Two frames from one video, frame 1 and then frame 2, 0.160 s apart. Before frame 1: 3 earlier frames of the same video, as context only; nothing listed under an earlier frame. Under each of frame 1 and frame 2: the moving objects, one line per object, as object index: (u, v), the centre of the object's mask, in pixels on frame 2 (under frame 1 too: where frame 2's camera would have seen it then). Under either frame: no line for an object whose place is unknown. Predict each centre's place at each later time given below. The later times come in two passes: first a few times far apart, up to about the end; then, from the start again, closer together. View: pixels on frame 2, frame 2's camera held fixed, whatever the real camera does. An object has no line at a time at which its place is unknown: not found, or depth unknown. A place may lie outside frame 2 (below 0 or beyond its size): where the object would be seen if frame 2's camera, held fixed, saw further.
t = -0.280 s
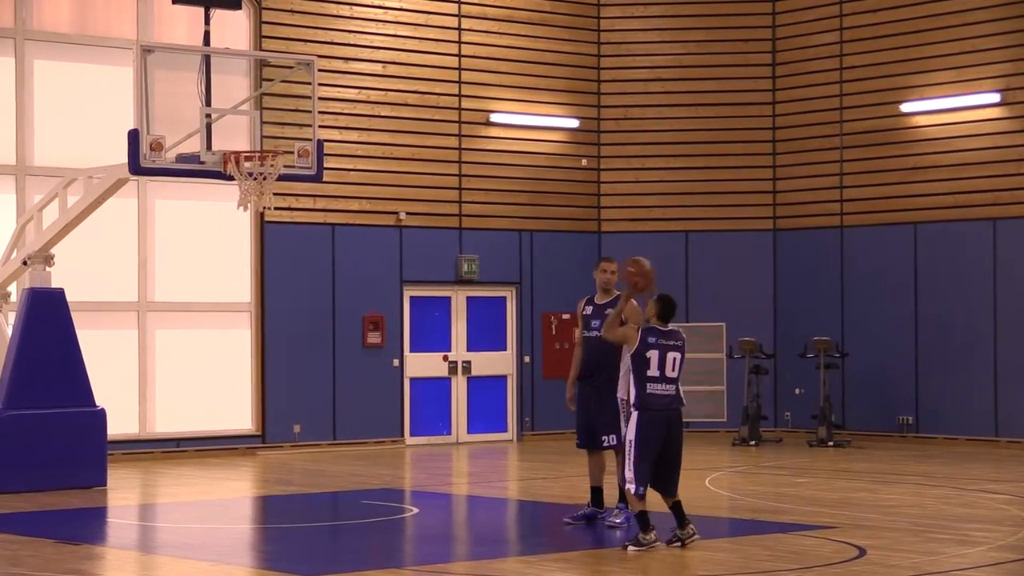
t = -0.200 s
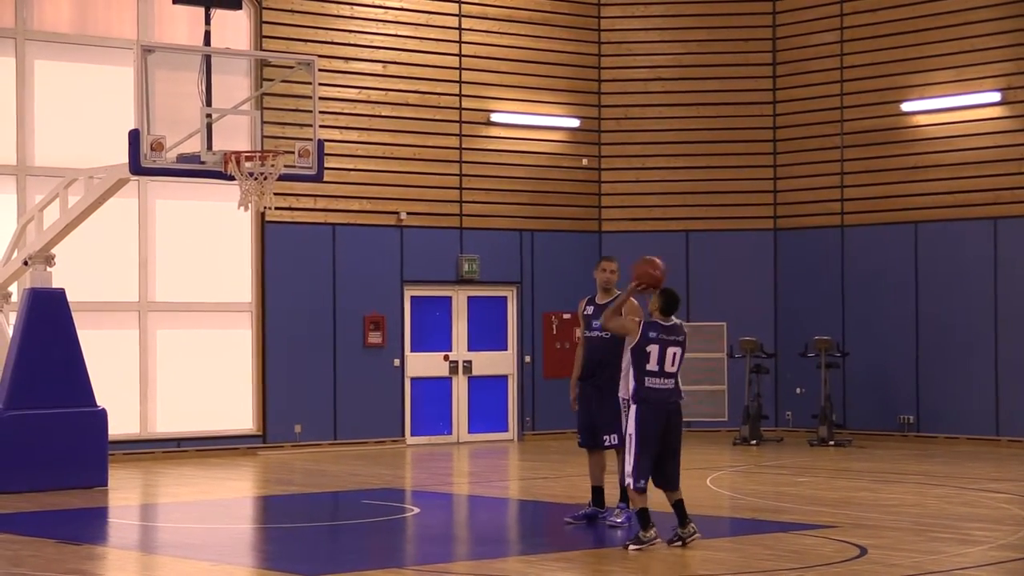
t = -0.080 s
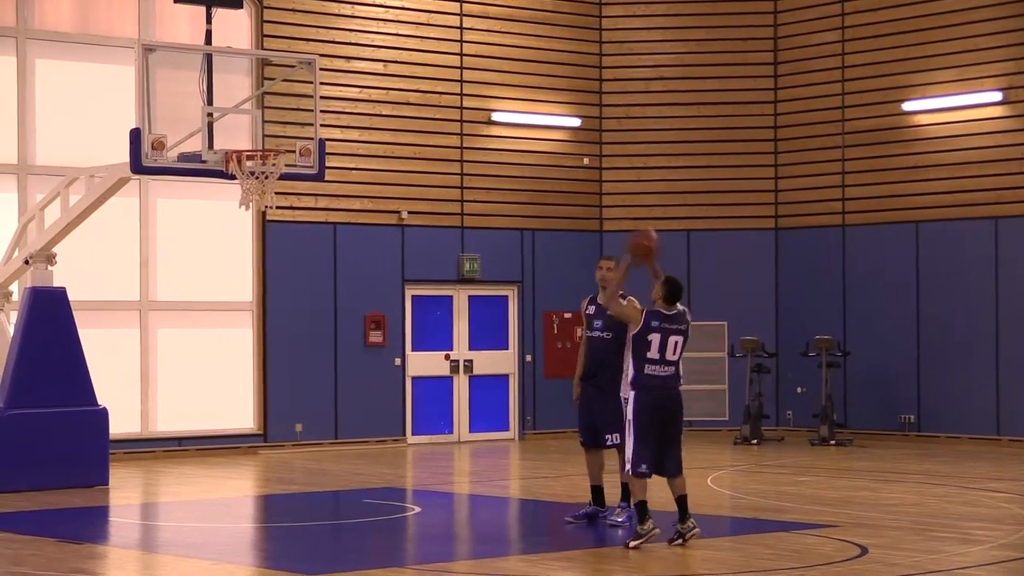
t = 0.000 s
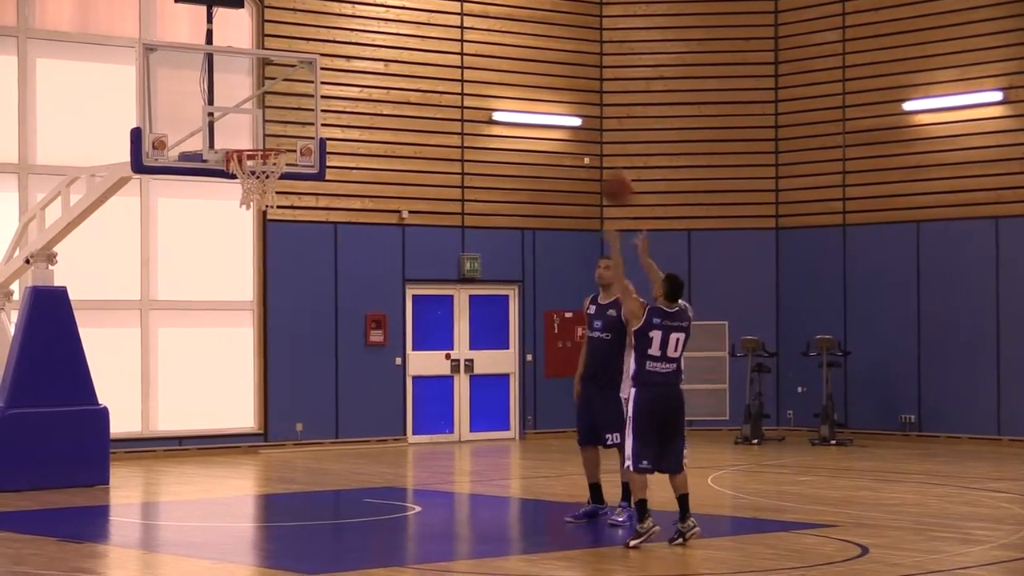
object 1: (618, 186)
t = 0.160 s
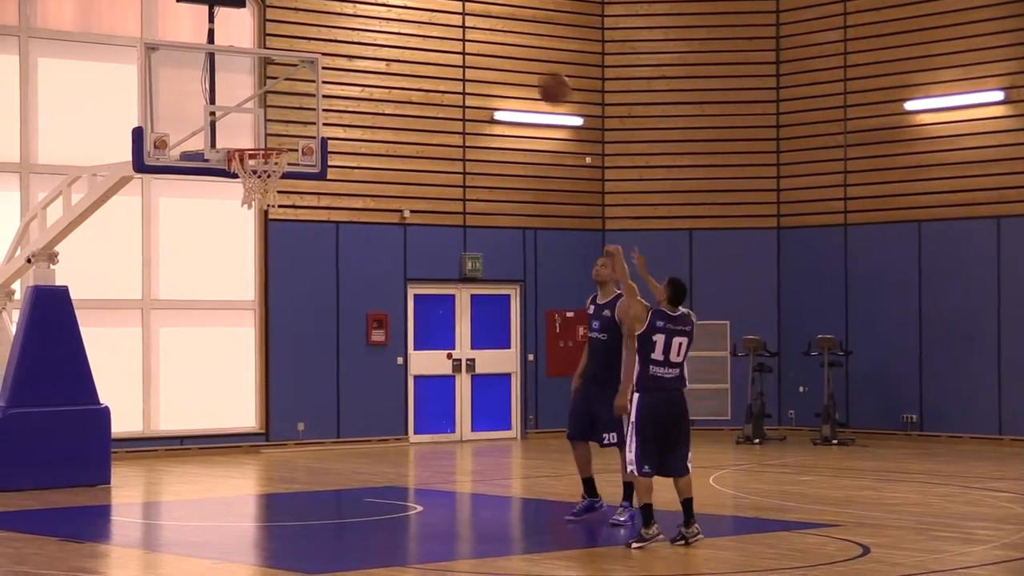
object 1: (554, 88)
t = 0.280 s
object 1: (508, 39)
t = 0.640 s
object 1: (383, 9)
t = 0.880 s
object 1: (307, 73)
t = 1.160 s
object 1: (260, 149)
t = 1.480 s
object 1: (259, 162)
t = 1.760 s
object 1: (277, 209)
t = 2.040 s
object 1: (292, 331)
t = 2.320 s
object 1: (303, 468)
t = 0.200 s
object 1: (538, 69)
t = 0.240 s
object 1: (523, 53)
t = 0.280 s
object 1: (508, 39)
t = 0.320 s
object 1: (494, 28)
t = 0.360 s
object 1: (479, 18)
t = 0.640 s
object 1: (383, 9)
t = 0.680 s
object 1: (369, 14)
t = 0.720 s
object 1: (357, 22)
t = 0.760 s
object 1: (344, 32)
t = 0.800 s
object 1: (332, 45)
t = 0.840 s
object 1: (319, 58)
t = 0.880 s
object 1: (307, 73)
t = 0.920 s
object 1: (295, 90)
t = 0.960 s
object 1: (283, 109)
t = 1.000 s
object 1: (273, 129)
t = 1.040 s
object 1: (262, 139)
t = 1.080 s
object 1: (253, 141)
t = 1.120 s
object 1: (249, 151)
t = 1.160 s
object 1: (260, 149)
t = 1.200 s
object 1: (272, 148)
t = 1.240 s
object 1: (267, 146)
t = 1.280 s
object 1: (259, 148)
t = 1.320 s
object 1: (249, 150)
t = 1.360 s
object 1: (249, 153)
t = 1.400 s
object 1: (251, 156)
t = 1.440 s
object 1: (256, 161)
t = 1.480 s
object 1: (259, 162)
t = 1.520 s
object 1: (260, 166)
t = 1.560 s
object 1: (270, 187)
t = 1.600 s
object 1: (269, 187)
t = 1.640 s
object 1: (271, 188)
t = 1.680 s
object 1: (273, 192)
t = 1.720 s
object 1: (275, 199)
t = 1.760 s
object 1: (277, 209)
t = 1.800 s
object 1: (278, 221)
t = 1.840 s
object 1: (281, 236)
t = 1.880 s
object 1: (284, 252)
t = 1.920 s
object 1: (286, 268)
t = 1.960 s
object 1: (289, 288)
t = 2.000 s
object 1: (290, 309)
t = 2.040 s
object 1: (292, 331)
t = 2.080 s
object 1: (294, 356)
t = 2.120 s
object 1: (296, 382)
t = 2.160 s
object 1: (298, 409)
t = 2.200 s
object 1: (301, 438)
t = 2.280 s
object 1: (303, 489)
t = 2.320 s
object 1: (303, 468)
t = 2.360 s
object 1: (302, 447)
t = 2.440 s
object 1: (302, 412)
